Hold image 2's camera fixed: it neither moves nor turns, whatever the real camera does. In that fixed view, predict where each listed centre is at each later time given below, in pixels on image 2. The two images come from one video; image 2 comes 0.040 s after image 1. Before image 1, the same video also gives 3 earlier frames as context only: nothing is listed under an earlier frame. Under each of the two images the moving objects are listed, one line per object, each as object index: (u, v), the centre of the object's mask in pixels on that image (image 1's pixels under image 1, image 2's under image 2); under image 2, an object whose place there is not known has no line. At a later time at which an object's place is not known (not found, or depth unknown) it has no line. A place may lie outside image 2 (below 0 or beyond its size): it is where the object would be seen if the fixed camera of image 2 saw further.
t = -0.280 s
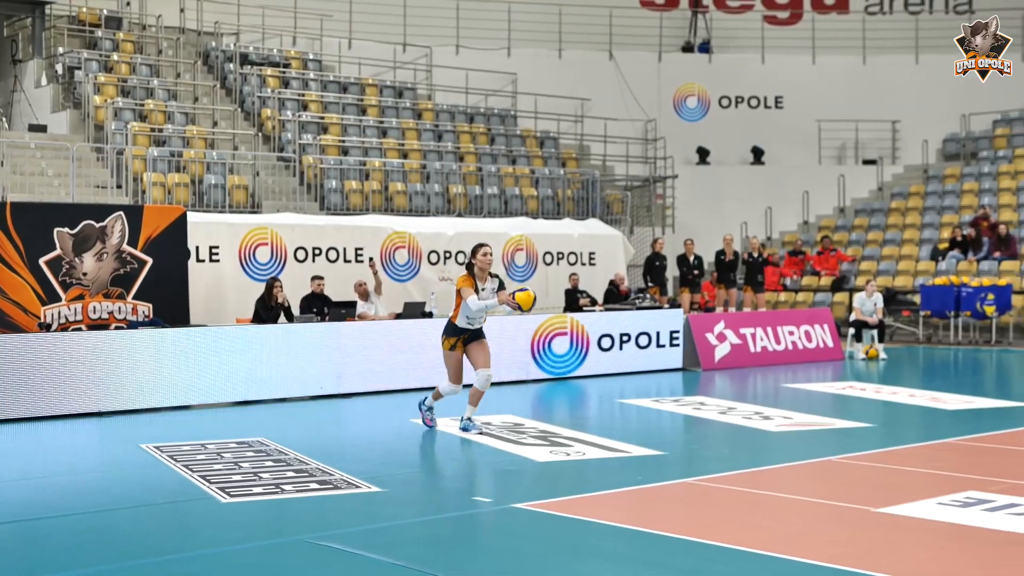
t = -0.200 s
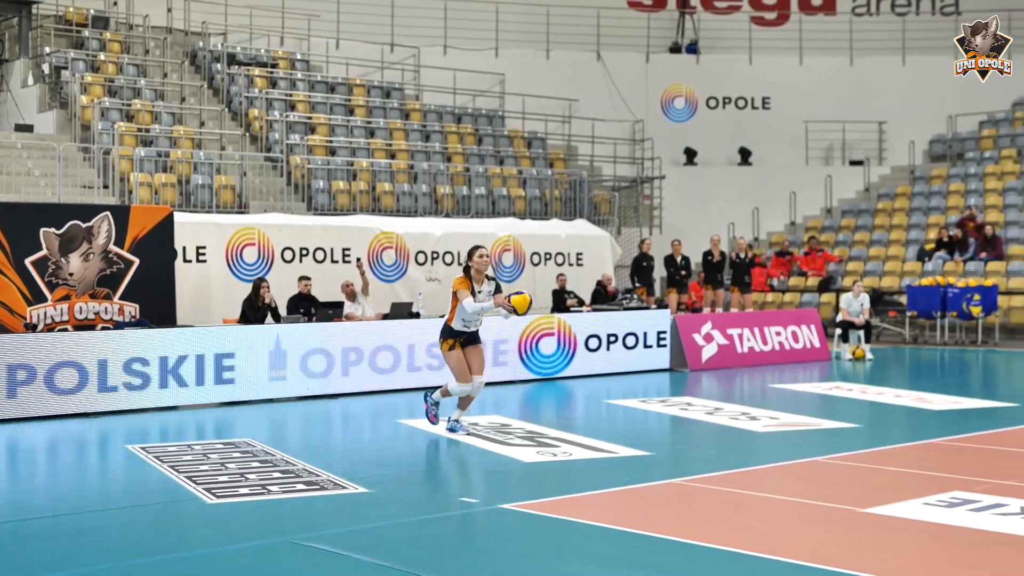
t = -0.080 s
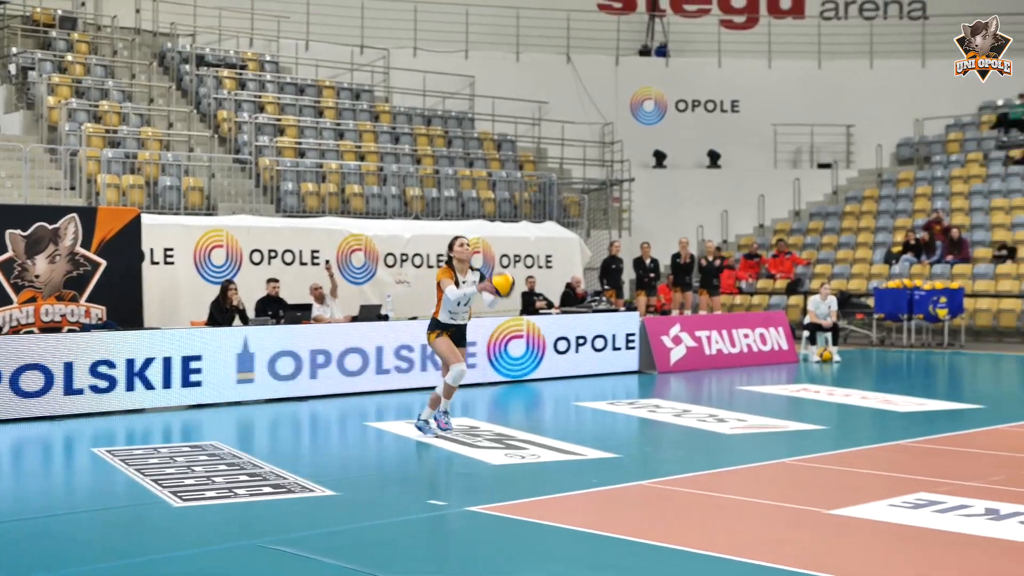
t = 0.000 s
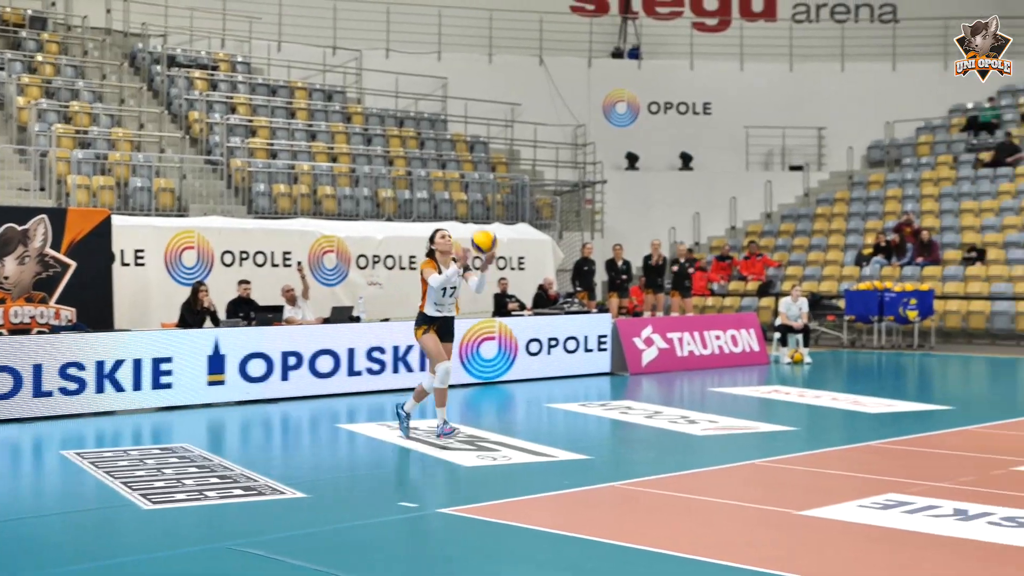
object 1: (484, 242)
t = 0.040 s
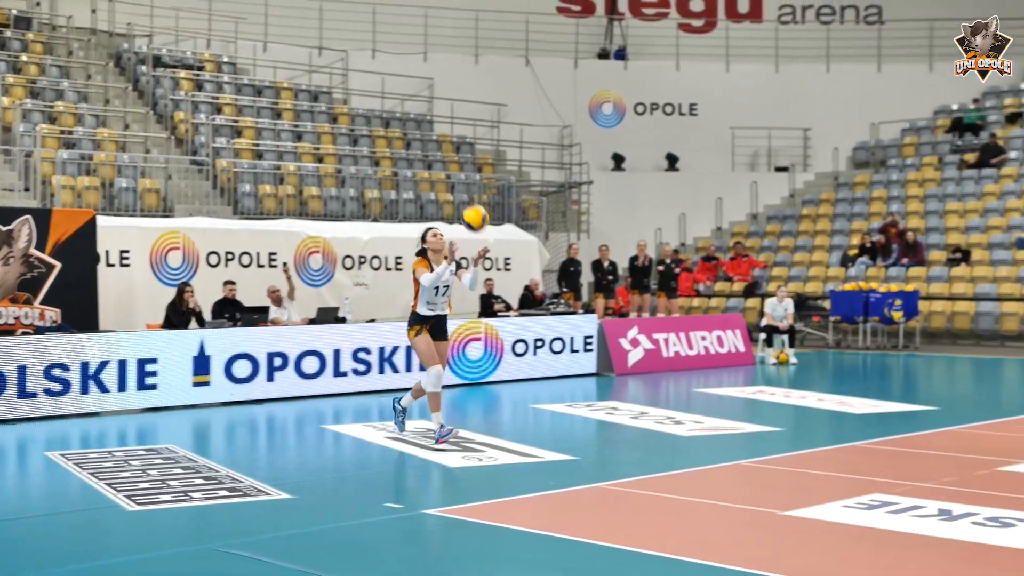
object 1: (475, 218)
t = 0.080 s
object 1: (478, 197)
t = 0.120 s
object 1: (479, 177)
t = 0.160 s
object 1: (481, 158)
